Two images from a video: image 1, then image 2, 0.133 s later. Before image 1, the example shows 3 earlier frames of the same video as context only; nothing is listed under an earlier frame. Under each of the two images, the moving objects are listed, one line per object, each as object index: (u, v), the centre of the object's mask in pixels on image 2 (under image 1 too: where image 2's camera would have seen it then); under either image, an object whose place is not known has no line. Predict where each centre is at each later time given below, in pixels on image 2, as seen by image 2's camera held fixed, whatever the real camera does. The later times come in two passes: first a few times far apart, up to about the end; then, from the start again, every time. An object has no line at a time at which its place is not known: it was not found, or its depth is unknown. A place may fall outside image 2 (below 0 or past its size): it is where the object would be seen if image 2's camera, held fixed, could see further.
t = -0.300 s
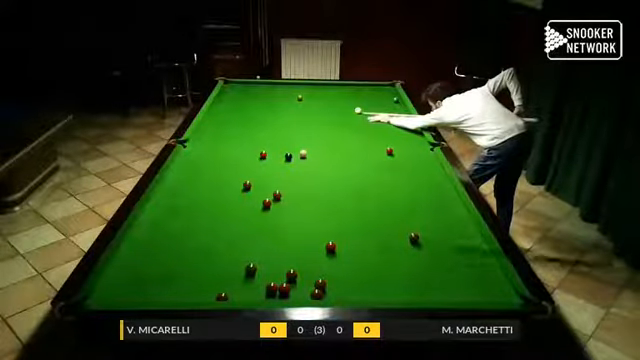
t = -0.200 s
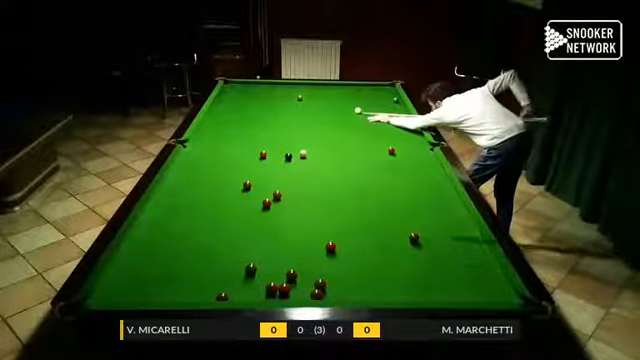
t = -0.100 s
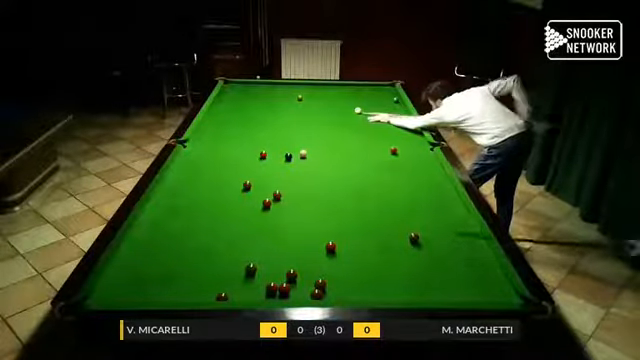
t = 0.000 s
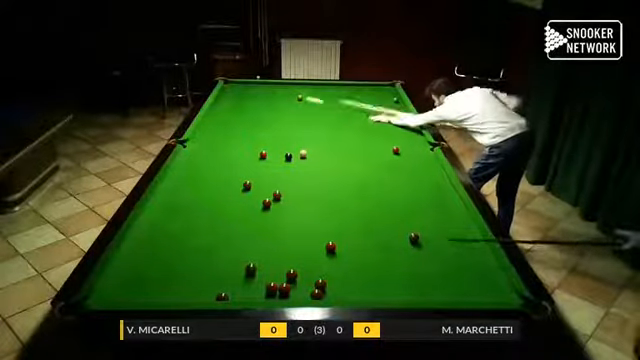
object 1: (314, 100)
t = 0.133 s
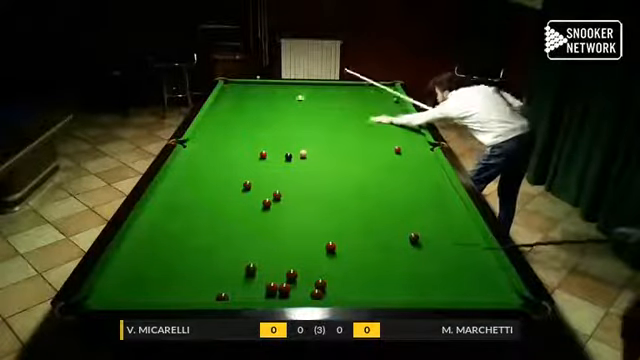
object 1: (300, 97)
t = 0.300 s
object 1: (294, 97)
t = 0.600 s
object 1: (285, 96)
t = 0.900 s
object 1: (274, 94)
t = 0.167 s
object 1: (300, 97)
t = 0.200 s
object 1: (299, 97)
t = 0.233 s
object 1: (298, 97)
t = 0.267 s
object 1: (296, 97)
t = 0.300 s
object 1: (294, 97)
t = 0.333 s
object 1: (294, 97)
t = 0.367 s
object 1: (292, 96)
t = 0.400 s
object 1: (290, 95)
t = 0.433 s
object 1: (289, 95)
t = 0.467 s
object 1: (289, 95)
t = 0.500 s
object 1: (287, 96)
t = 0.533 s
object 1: (287, 96)
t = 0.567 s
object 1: (285, 96)
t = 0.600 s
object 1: (285, 96)
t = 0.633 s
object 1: (284, 96)
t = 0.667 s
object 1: (282, 95)
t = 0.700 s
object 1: (282, 95)
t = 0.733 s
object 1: (279, 94)
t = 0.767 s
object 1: (279, 94)
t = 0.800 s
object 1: (277, 94)
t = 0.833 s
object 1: (277, 94)
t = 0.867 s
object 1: (276, 94)
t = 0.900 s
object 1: (274, 94)
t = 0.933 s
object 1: (273, 93)
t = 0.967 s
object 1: (272, 93)
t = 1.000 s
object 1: (272, 93)
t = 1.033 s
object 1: (270, 93)
